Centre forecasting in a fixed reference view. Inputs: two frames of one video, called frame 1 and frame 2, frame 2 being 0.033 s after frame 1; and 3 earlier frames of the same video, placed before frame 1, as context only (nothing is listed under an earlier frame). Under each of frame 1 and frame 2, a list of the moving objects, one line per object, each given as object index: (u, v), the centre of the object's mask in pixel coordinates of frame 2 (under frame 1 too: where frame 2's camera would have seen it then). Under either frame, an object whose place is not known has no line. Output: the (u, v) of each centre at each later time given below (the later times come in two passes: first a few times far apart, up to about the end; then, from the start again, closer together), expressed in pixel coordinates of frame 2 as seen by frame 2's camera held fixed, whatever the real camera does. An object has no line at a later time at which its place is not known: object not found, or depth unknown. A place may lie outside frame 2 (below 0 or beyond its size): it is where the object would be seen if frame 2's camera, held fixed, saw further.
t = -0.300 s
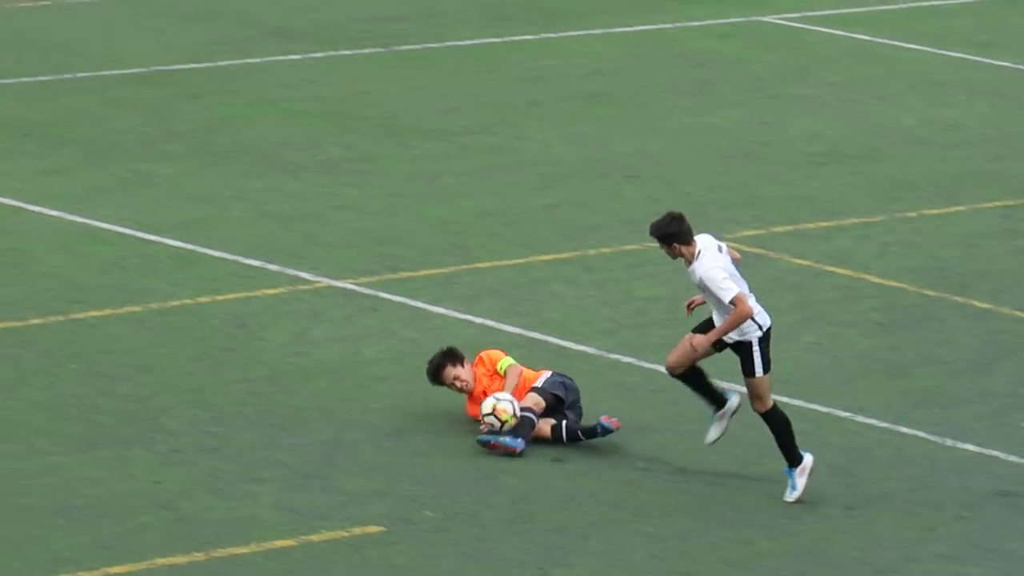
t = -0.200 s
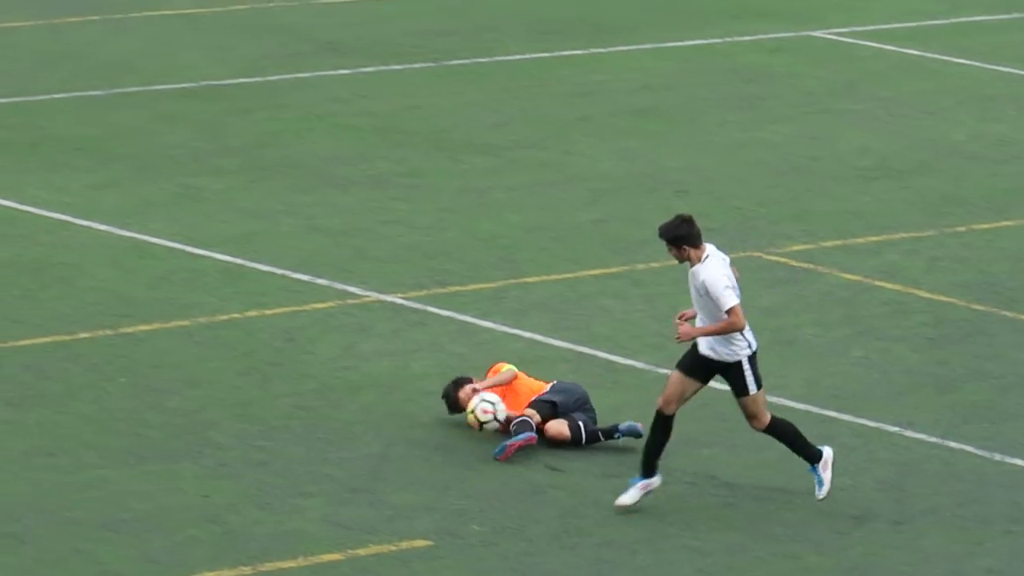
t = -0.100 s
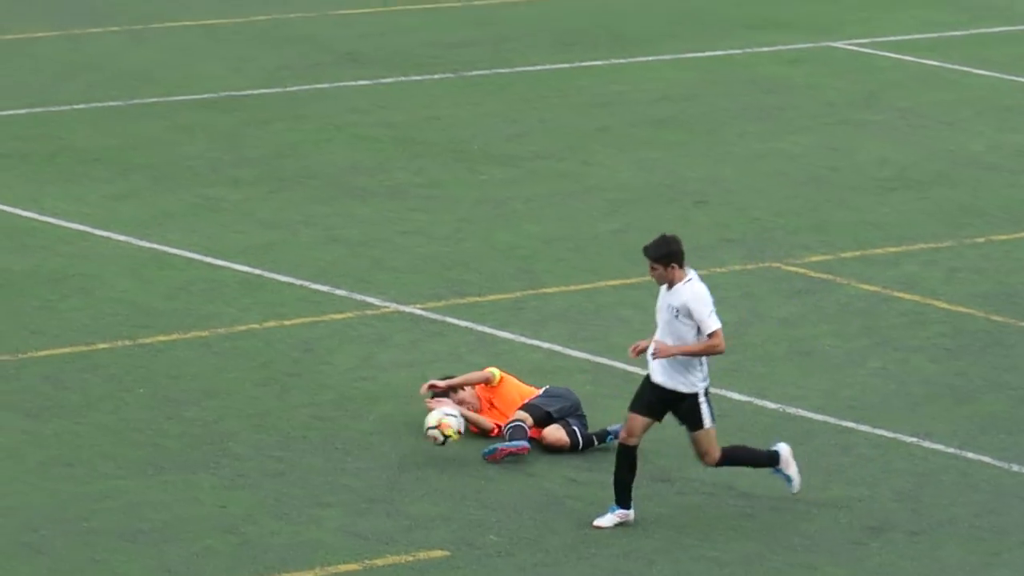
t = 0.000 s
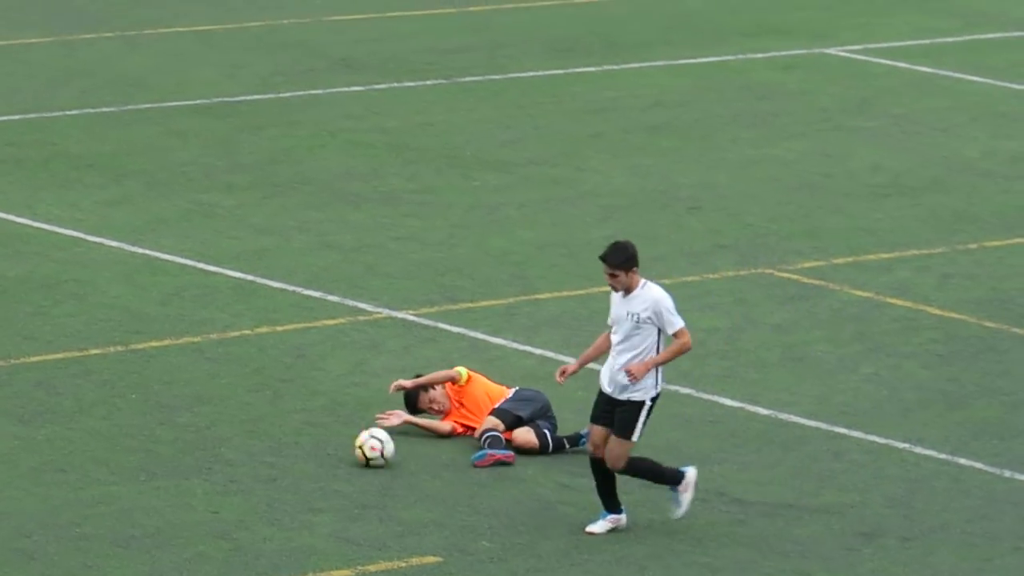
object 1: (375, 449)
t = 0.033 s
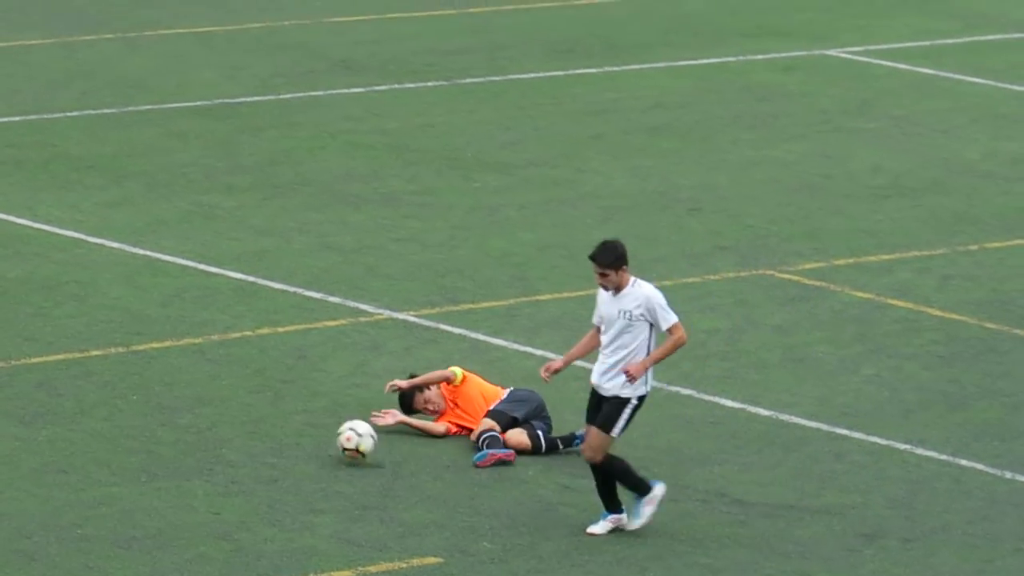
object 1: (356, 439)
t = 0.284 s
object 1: (215, 431)
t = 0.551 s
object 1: (66, 415)
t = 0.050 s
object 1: (348, 435)
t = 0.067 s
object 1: (338, 431)
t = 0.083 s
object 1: (328, 429)
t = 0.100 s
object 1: (319, 427)
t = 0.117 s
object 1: (309, 424)
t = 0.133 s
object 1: (300, 422)
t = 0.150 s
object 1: (291, 421)
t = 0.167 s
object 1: (281, 420)
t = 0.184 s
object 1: (272, 421)
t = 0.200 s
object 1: (262, 421)
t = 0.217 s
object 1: (252, 422)
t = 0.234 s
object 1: (243, 424)
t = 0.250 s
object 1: (234, 426)
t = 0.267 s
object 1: (224, 428)
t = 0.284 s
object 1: (215, 431)
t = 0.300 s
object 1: (206, 429)
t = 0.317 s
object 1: (197, 424)
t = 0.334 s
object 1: (187, 421)
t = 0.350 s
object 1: (178, 418)
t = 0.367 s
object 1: (169, 415)
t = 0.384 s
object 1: (159, 414)
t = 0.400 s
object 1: (150, 413)
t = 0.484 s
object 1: (103, 415)
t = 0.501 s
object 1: (94, 417)
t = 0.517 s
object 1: (86, 419)
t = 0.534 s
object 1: (76, 418)
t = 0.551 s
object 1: (66, 415)
